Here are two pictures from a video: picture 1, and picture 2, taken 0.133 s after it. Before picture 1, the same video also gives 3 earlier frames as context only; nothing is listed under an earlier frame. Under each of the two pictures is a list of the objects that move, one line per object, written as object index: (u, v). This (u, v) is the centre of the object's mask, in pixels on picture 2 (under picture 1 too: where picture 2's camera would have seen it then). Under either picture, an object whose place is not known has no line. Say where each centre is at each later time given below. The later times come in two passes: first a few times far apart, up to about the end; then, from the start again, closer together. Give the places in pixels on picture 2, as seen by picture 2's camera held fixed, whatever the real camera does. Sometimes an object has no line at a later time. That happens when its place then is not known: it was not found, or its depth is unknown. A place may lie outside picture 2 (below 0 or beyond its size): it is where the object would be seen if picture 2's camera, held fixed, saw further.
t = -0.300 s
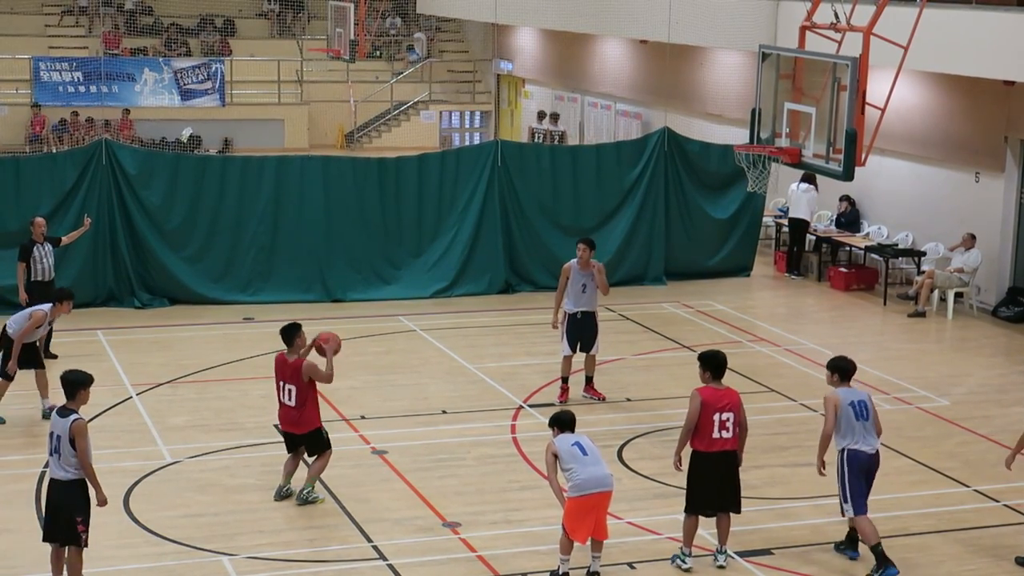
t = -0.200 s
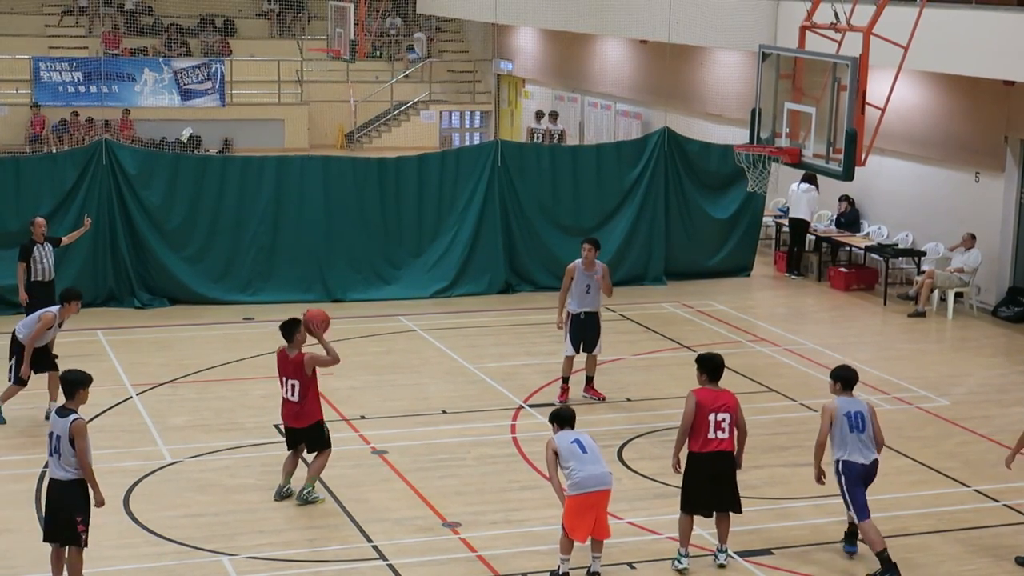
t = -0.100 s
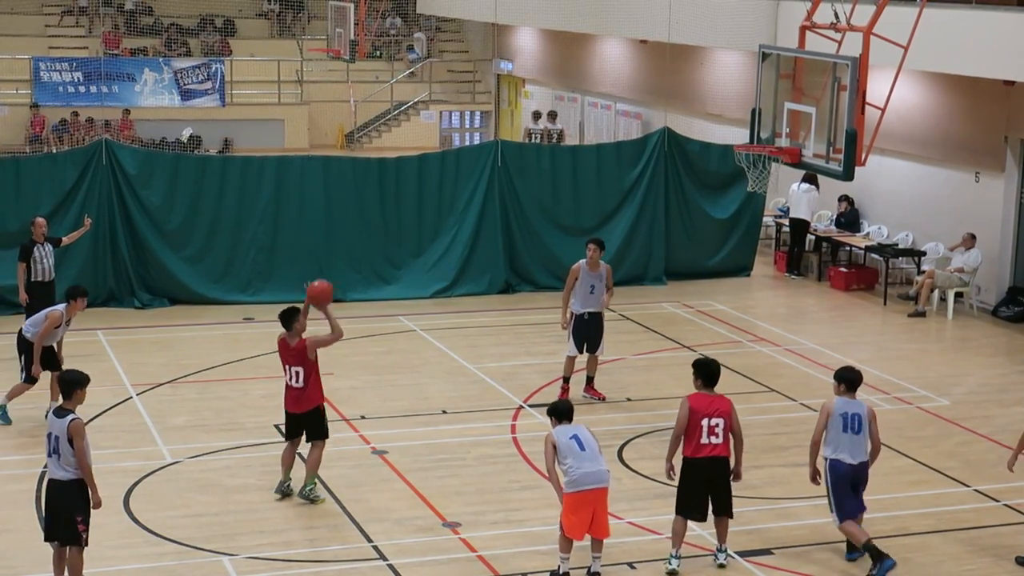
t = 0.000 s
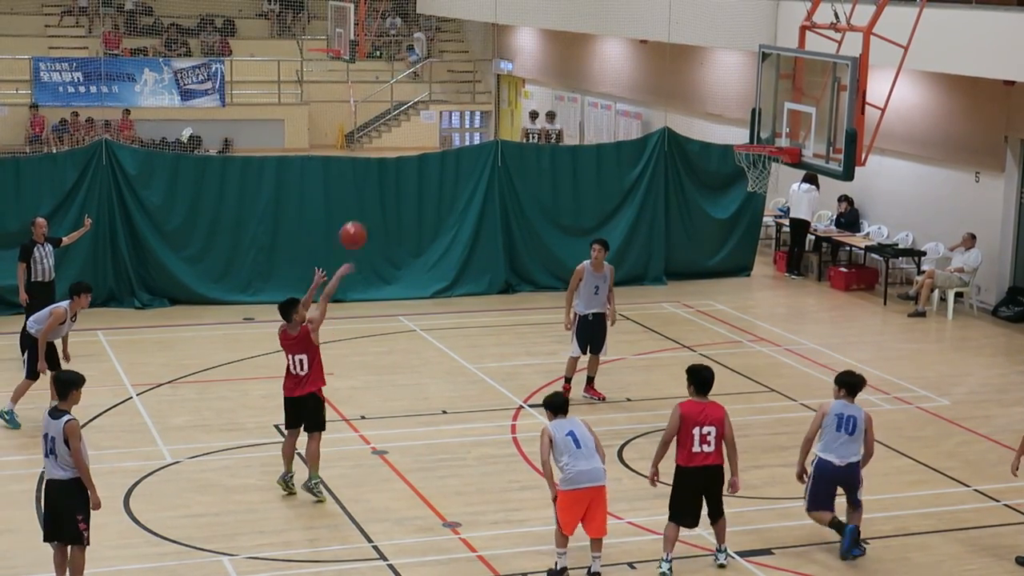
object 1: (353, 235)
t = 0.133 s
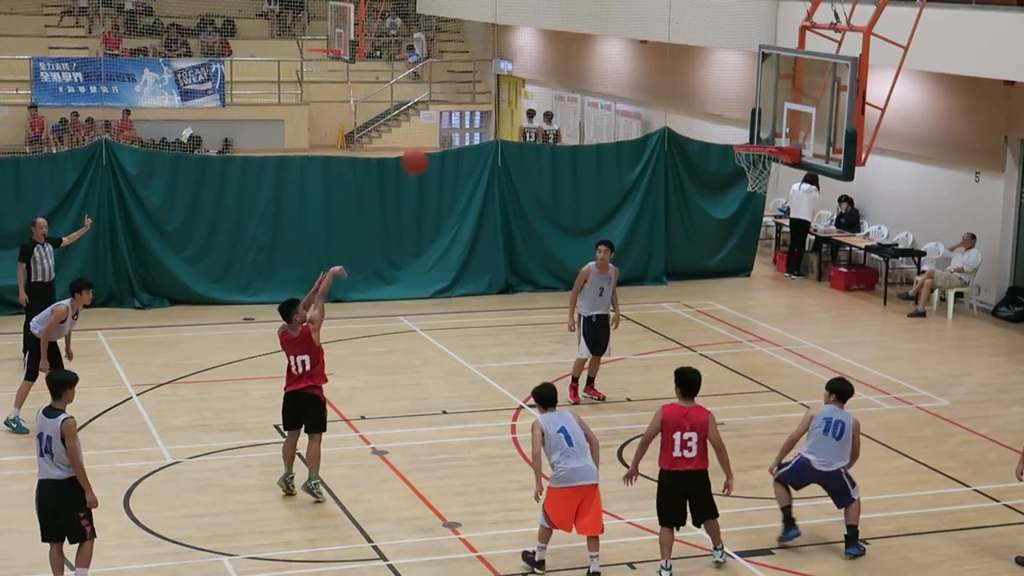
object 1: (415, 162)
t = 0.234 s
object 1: (461, 118)
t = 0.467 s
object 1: (564, 62)
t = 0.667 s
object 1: (648, 61)
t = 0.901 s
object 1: (740, 113)
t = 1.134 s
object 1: (763, 174)
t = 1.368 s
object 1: (804, 261)
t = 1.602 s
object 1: (839, 395)
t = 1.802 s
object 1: (870, 374)
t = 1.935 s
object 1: (892, 319)
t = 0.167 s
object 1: (431, 146)
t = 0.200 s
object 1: (446, 132)
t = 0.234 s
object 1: (461, 118)
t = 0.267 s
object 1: (477, 107)
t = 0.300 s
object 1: (491, 96)
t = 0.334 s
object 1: (506, 86)
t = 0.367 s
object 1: (521, 78)
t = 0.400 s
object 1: (536, 72)
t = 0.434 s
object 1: (550, 67)
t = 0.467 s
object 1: (564, 62)
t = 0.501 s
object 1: (579, 59)
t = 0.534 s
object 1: (593, 57)
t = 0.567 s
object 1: (607, 56)
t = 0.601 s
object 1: (621, 57)
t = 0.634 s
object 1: (635, 59)
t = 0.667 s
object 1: (648, 61)
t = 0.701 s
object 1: (662, 66)
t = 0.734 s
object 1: (676, 70)
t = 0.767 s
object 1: (689, 77)
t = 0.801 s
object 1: (702, 84)
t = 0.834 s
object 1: (715, 93)
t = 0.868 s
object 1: (727, 102)
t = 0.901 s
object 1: (740, 113)
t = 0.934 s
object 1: (753, 125)
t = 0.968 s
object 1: (765, 137)
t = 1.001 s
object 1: (768, 143)
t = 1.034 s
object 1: (752, 151)
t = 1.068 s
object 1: (748, 160)
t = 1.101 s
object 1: (755, 165)
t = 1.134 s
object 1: (763, 174)
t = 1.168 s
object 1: (769, 184)
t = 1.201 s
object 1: (775, 194)
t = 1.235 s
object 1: (781, 205)
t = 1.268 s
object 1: (787, 217)
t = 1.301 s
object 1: (792, 231)
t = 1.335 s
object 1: (798, 246)
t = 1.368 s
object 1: (804, 261)
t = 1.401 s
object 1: (809, 277)
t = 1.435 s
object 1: (815, 294)
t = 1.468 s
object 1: (820, 313)
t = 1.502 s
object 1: (825, 332)
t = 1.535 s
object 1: (830, 352)
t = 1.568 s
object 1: (834, 373)
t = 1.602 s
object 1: (839, 395)
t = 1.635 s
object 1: (844, 417)
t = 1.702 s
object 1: (854, 427)
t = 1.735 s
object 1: (860, 409)
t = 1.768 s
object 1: (865, 391)
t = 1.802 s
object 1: (870, 374)
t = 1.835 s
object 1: (876, 359)
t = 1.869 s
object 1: (882, 344)
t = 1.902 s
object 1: (887, 331)
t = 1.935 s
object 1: (892, 319)
